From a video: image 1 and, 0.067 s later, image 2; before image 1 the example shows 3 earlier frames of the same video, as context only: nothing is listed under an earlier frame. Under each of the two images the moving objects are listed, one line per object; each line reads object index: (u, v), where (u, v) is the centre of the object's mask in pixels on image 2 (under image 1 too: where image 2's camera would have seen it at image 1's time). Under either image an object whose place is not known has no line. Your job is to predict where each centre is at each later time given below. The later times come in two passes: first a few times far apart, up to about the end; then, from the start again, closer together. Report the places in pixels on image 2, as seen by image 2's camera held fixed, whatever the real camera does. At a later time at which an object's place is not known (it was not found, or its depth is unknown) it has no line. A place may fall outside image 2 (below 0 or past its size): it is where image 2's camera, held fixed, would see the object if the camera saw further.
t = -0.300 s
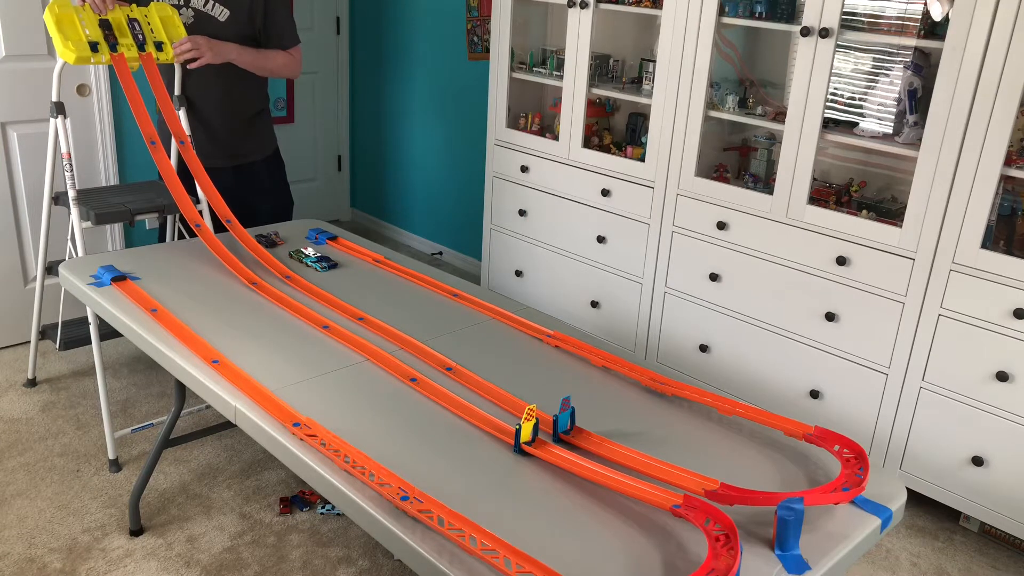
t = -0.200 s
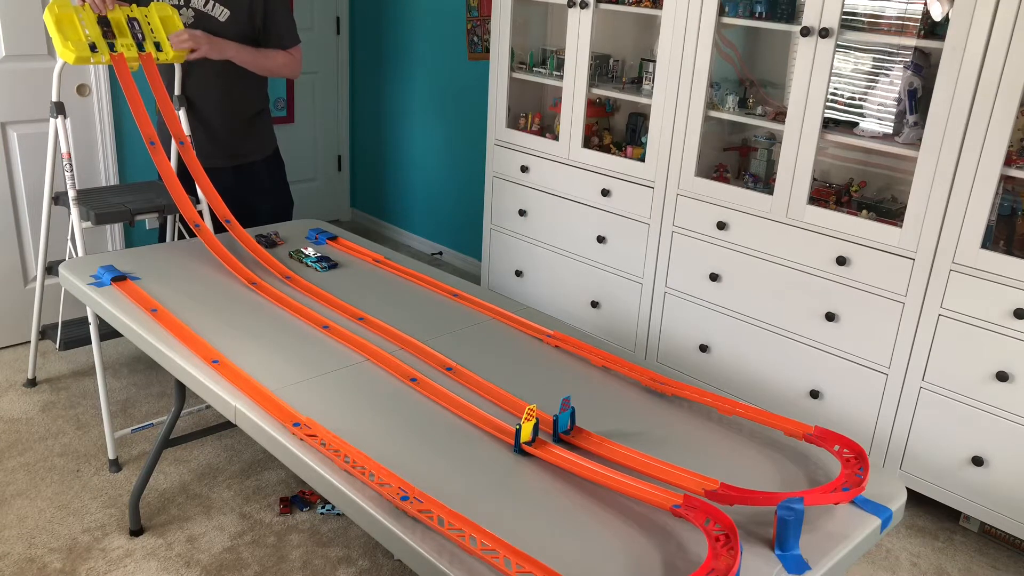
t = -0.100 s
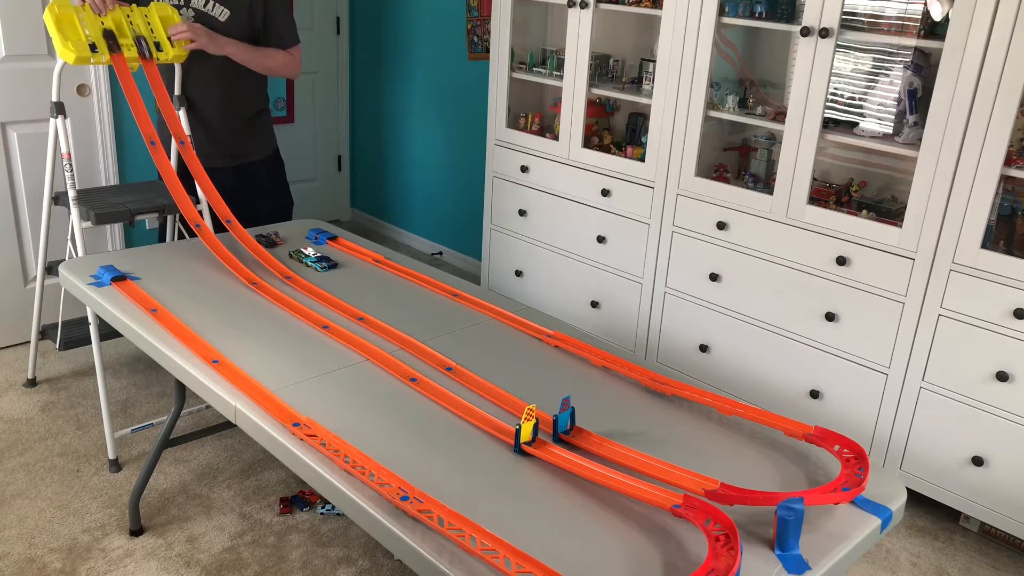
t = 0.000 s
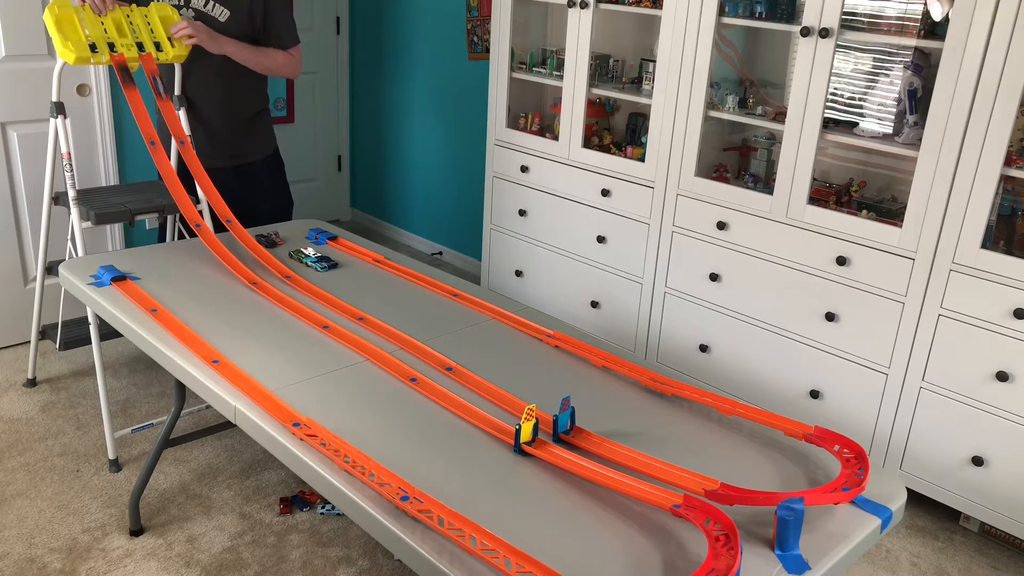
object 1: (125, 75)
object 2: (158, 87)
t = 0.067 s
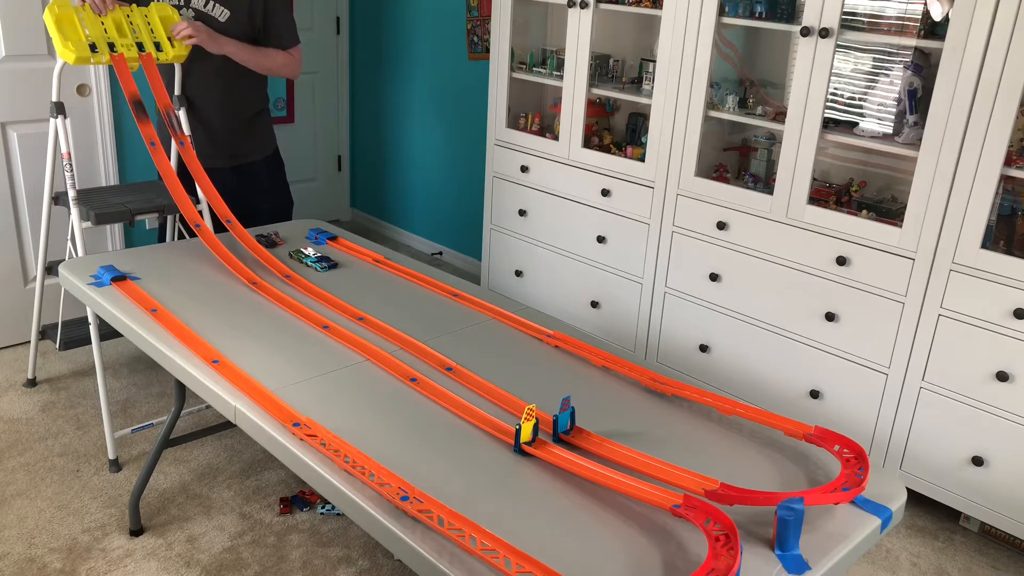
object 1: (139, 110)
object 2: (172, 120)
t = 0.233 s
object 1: (195, 221)
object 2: (234, 228)
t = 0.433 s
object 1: (305, 312)
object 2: (357, 313)
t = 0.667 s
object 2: (562, 426)
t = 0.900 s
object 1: (726, 551)
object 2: (828, 489)
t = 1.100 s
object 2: (827, 436)
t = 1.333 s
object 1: (484, 544)
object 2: (706, 395)
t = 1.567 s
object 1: (391, 486)
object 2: (598, 353)
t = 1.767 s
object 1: (325, 439)
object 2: (523, 320)
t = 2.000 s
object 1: (260, 393)
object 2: (453, 290)
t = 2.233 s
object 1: (211, 354)
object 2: (396, 265)
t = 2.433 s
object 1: (178, 327)
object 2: (355, 248)
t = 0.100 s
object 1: (148, 132)
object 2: (182, 142)
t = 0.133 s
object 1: (155, 150)
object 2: (192, 164)
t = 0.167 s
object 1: (169, 176)
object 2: (204, 185)
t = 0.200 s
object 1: (179, 195)
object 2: (221, 212)
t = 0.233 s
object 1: (195, 221)
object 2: (234, 228)
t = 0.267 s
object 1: (209, 240)
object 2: (250, 246)
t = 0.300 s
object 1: (227, 259)
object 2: (269, 262)
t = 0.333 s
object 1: (245, 273)
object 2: (290, 276)
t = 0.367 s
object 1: (264, 287)
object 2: (311, 288)
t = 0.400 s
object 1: (285, 300)
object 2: (333, 300)
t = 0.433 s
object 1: (305, 312)
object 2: (357, 313)
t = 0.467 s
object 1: (329, 325)
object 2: (381, 325)
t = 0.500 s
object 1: (353, 339)
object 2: (405, 338)
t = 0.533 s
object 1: (377, 353)
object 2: (433, 355)
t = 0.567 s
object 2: (461, 371)
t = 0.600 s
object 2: (490, 388)
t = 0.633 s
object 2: (514, 402)
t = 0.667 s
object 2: (562, 426)
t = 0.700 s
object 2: (593, 439)
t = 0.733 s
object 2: (633, 457)
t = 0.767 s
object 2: (672, 472)
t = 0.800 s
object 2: (712, 484)
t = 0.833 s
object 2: (757, 491)
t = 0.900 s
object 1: (726, 551)
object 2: (828, 489)
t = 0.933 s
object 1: (721, 564)
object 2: (845, 483)
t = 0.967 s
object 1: (707, 572)
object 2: (854, 474)
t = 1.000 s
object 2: (856, 463)
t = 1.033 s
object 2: (850, 452)
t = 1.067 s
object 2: (842, 444)
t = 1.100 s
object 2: (827, 436)
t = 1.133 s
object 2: (812, 430)
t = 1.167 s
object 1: (547, 573)
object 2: (793, 423)
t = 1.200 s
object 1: (532, 569)
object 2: (775, 417)
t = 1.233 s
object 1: (524, 566)
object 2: (757, 412)
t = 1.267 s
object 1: (512, 560)
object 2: (740, 405)
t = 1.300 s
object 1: (497, 551)
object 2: (723, 400)
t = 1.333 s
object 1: (484, 544)
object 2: (706, 395)
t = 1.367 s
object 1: (470, 535)
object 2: (689, 389)
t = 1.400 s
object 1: (456, 526)
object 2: (673, 383)
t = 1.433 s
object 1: (443, 518)
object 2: (656, 378)
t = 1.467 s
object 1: (429, 509)
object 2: (640, 371)
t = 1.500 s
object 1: (417, 502)
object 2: (625, 365)
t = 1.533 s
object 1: (405, 495)
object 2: (610, 358)
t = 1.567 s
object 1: (391, 486)
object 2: (598, 353)
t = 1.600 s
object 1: (380, 478)
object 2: (584, 347)
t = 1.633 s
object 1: (368, 469)
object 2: (569, 340)
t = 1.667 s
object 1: (357, 462)
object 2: (559, 336)
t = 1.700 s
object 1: (346, 454)
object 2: (545, 331)
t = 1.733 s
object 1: (336, 447)
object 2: (533, 326)
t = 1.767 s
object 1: (325, 439)
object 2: (523, 320)
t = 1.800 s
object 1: (315, 433)
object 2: (512, 316)
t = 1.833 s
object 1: (305, 426)
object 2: (501, 311)
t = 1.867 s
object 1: (295, 419)
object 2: (491, 306)
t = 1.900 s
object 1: (286, 413)
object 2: (481, 302)
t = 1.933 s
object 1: (277, 406)
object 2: (471, 298)
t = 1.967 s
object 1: (269, 399)
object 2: (462, 294)
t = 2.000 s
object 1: (260, 393)
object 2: (453, 290)
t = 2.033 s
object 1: (253, 387)
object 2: (444, 286)
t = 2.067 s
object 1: (245, 381)
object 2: (436, 282)
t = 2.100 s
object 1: (238, 375)
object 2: (427, 279)
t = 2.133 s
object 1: (231, 370)
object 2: (419, 275)
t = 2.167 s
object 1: (224, 364)
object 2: (411, 272)
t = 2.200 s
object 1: (217, 359)
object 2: (403, 268)
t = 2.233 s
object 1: (211, 354)
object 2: (396, 265)
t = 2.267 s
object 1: (205, 349)
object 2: (388, 262)
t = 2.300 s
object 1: (199, 345)
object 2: (381, 258)
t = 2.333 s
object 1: (193, 340)
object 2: (375, 256)
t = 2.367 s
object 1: (188, 336)
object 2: (370, 254)
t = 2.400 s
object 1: (183, 332)
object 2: (362, 251)
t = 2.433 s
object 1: (178, 327)
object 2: (355, 248)
